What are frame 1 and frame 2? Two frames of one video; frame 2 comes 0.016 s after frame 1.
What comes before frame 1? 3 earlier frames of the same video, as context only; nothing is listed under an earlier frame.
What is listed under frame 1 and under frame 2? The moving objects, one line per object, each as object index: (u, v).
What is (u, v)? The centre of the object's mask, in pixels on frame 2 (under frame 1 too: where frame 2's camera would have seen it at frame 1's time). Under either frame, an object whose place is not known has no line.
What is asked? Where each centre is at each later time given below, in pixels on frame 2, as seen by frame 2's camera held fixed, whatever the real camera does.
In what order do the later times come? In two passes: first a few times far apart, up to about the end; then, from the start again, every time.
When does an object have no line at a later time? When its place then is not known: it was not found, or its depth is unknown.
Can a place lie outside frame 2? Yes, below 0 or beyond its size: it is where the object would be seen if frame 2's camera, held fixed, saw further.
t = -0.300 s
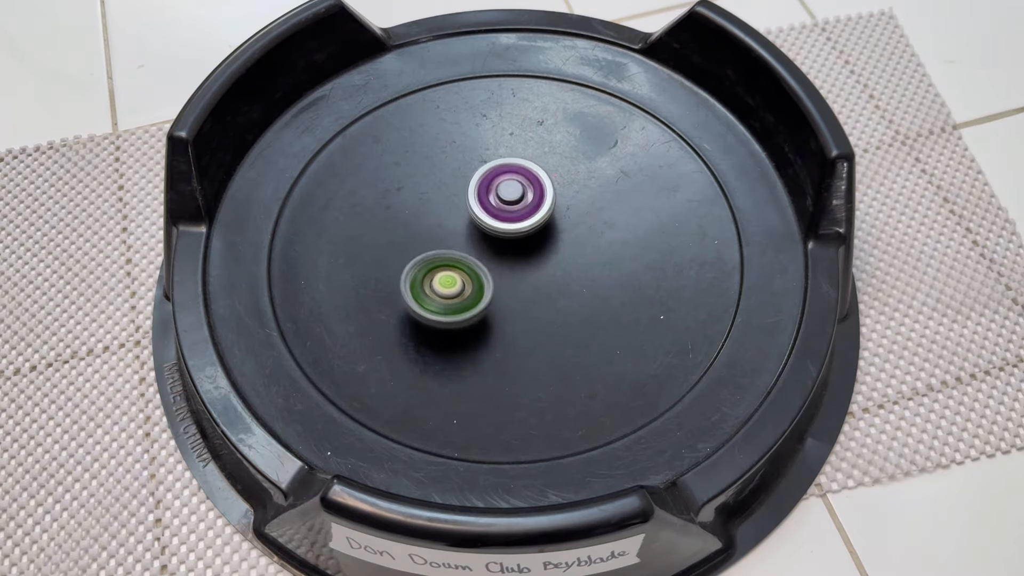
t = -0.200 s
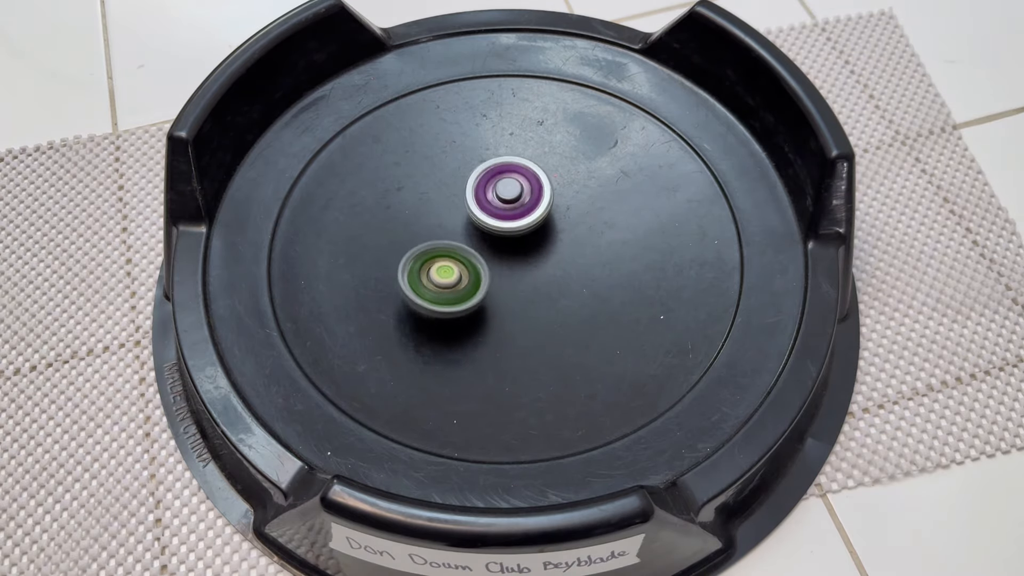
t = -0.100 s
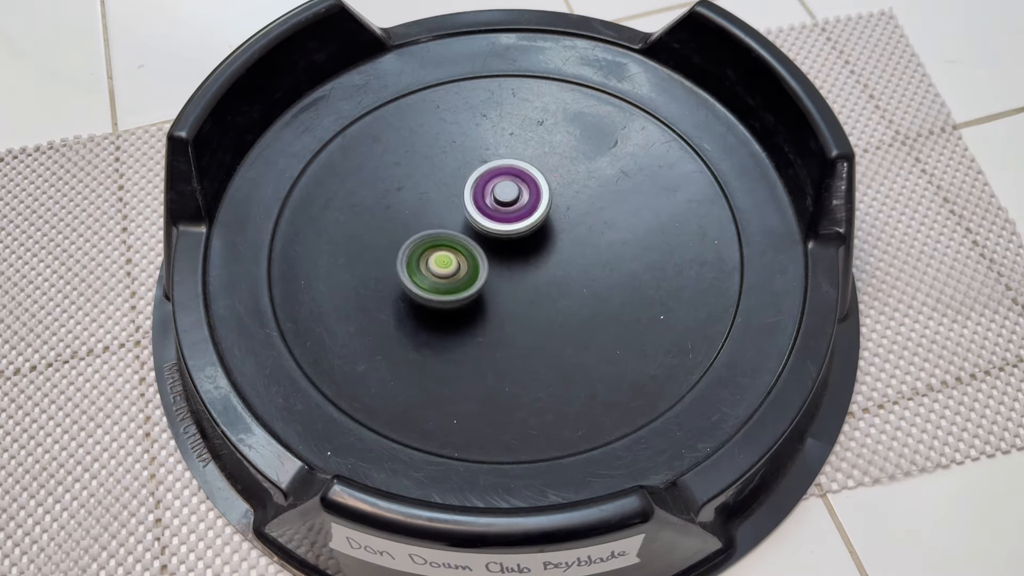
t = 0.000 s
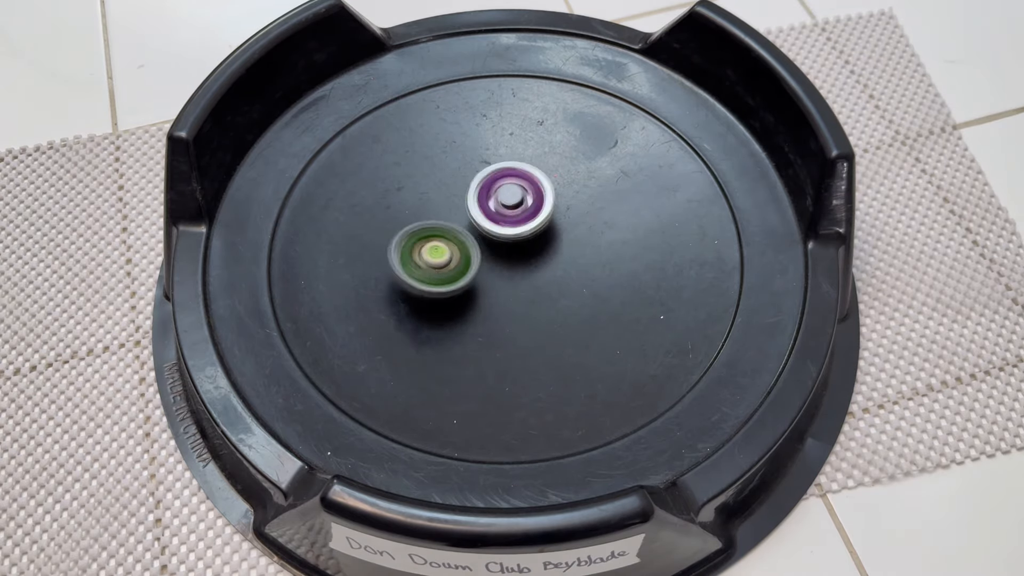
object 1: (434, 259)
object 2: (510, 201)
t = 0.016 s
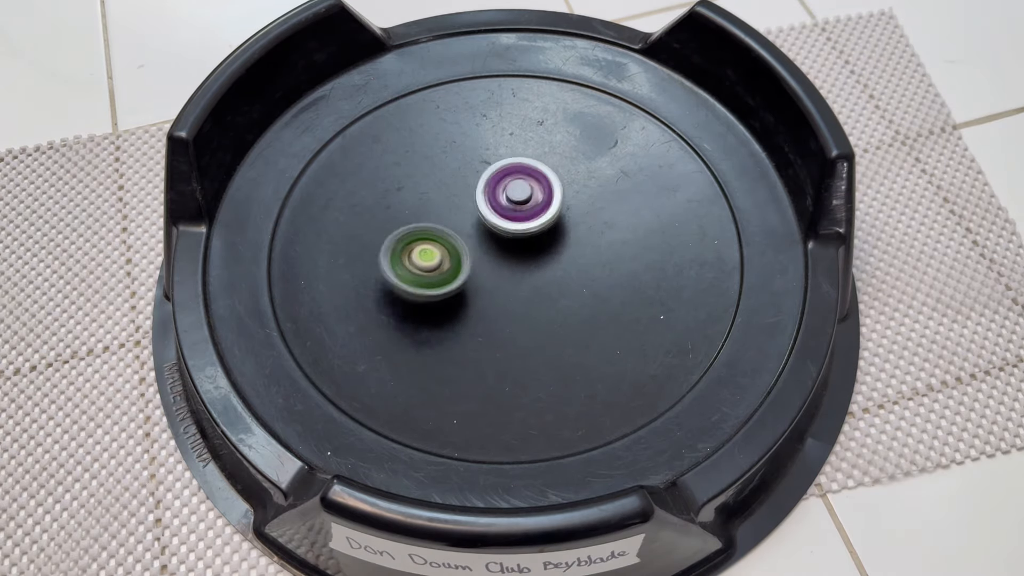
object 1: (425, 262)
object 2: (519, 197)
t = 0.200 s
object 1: (410, 271)
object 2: (540, 180)
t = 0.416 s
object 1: (431, 260)
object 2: (543, 177)
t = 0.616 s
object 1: (448, 246)
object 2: (538, 193)
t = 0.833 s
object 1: (454, 231)
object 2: (553, 215)
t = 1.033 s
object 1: (474, 218)
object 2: (565, 232)
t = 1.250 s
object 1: (488, 201)
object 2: (565, 252)
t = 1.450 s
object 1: (497, 193)
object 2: (559, 268)
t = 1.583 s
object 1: (505, 191)
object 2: (550, 277)
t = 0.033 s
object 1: (418, 265)
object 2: (525, 194)
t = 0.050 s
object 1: (412, 266)
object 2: (528, 193)
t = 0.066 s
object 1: (409, 267)
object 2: (530, 191)
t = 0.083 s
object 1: (407, 268)
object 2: (532, 189)
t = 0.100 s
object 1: (406, 268)
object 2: (533, 188)
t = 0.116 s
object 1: (406, 269)
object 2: (534, 186)
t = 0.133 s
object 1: (406, 270)
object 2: (536, 185)
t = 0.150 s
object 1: (407, 270)
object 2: (537, 183)
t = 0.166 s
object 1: (407, 270)
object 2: (538, 182)
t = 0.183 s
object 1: (409, 271)
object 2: (539, 181)
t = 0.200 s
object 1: (410, 271)
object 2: (540, 180)
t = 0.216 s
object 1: (412, 270)
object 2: (541, 179)
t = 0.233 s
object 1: (413, 270)
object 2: (542, 178)
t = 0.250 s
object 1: (415, 270)
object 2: (542, 177)
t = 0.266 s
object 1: (416, 269)
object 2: (542, 176)
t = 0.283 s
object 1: (418, 268)
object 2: (543, 176)
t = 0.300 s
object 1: (420, 267)
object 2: (543, 175)
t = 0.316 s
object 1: (422, 266)
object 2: (543, 175)
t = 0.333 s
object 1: (423, 265)
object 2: (543, 175)
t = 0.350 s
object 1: (425, 264)
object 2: (543, 175)
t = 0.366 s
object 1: (427, 263)
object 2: (543, 175)
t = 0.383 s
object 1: (428, 262)
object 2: (543, 176)
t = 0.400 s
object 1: (429, 261)
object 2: (543, 176)
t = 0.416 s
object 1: (431, 260)
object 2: (543, 177)
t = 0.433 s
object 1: (432, 259)
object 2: (543, 177)
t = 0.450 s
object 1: (433, 258)
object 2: (542, 178)
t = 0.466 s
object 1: (435, 257)
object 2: (542, 179)
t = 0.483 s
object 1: (436, 256)
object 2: (542, 180)
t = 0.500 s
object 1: (438, 255)
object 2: (541, 181)
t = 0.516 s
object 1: (439, 254)
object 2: (541, 182)
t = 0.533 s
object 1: (440, 253)
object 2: (541, 184)
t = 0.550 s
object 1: (442, 252)
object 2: (540, 186)
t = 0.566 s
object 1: (443, 250)
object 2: (540, 187)
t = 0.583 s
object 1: (444, 249)
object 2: (539, 189)
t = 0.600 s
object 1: (446, 247)
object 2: (539, 191)
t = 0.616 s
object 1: (448, 246)
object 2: (538, 193)
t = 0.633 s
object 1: (450, 244)
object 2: (538, 195)
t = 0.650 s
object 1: (452, 243)
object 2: (538, 197)
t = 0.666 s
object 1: (454, 241)
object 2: (537, 199)
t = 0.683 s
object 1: (456, 240)
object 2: (537, 202)
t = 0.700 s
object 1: (456, 239)
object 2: (539, 204)
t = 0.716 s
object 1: (453, 238)
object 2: (543, 204)
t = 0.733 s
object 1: (451, 238)
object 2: (545, 206)
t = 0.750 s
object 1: (451, 237)
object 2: (547, 208)
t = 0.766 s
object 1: (451, 236)
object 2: (548, 209)
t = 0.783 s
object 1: (451, 234)
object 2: (549, 211)
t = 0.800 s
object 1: (452, 233)
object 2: (550, 212)
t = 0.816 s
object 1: (453, 232)
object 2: (552, 214)
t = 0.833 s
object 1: (454, 231)
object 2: (553, 215)
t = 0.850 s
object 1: (456, 230)
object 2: (555, 216)
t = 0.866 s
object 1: (458, 229)
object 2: (556, 218)
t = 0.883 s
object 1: (460, 229)
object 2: (557, 219)
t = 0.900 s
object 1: (462, 228)
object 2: (558, 220)
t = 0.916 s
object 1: (463, 226)
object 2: (559, 222)
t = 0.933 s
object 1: (465, 226)
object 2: (560, 223)
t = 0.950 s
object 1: (467, 225)
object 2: (561, 225)
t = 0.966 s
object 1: (468, 223)
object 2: (562, 226)
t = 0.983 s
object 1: (470, 222)
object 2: (562, 228)
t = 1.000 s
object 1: (471, 220)
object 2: (563, 230)
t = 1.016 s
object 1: (472, 219)
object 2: (564, 231)
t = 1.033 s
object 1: (474, 218)
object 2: (565, 232)
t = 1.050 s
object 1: (475, 217)
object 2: (565, 234)
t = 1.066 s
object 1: (476, 215)
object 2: (565, 236)
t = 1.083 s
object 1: (477, 214)
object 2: (566, 237)
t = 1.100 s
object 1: (479, 213)
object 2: (566, 238)
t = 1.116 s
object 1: (480, 211)
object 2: (566, 240)
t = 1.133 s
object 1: (481, 210)
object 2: (566, 242)
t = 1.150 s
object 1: (482, 209)
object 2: (566, 243)
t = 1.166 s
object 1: (483, 208)
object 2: (566, 245)
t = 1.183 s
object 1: (484, 206)
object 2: (566, 246)
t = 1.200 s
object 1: (485, 205)
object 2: (566, 248)
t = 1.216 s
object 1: (486, 204)
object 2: (566, 249)
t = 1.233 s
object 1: (487, 202)
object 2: (565, 251)
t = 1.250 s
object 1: (488, 201)
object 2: (565, 252)
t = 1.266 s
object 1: (488, 200)
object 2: (565, 254)
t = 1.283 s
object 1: (489, 199)
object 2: (565, 255)
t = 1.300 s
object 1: (490, 198)
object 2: (564, 257)
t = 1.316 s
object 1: (491, 197)
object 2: (564, 258)
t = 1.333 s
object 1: (492, 197)
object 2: (564, 260)
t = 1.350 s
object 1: (493, 196)
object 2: (563, 261)
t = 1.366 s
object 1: (493, 195)
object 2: (563, 262)
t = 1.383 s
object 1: (494, 194)
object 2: (562, 264)
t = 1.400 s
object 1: (495, 194)
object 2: (561, 265)
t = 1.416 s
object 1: (495, 194)
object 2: (561, 266)
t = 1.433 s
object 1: (496, 193)
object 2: (560, 267)
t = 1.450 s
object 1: (497, 193)
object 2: (559, 268)
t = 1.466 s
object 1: (498, 192)
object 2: (558, 269)
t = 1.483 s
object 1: (499, 192)
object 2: (557, 271)
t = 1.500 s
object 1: (500, 192)
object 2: (556, 272)
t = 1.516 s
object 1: (501, 191)
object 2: (555, 273)
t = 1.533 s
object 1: (502, 191)
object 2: (554, 274)
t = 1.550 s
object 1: (502, 191)
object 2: (553, 275)
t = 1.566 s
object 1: (504, 191)
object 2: (551, 276)
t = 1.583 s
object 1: (505, 191)
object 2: (550, 277)
